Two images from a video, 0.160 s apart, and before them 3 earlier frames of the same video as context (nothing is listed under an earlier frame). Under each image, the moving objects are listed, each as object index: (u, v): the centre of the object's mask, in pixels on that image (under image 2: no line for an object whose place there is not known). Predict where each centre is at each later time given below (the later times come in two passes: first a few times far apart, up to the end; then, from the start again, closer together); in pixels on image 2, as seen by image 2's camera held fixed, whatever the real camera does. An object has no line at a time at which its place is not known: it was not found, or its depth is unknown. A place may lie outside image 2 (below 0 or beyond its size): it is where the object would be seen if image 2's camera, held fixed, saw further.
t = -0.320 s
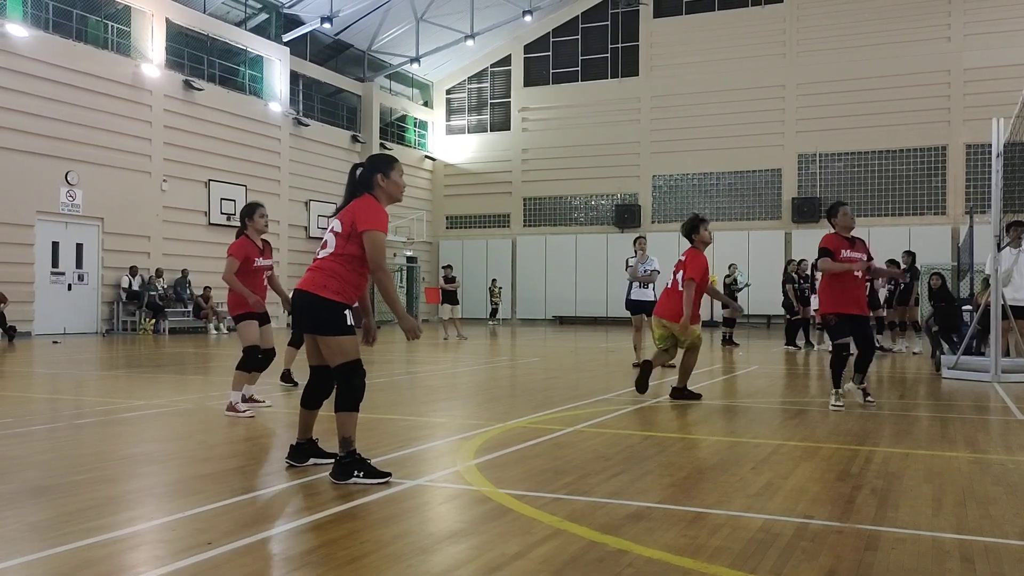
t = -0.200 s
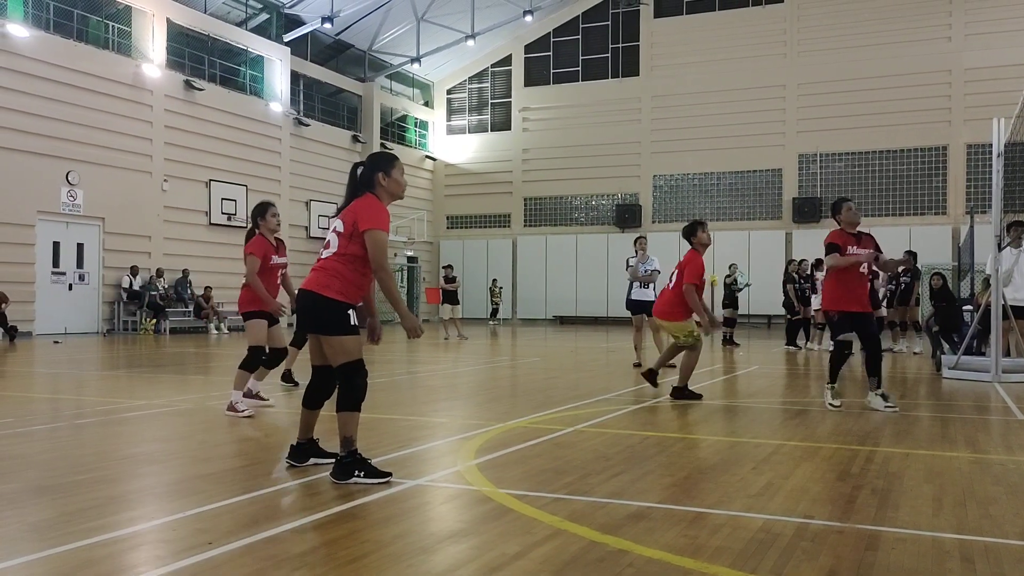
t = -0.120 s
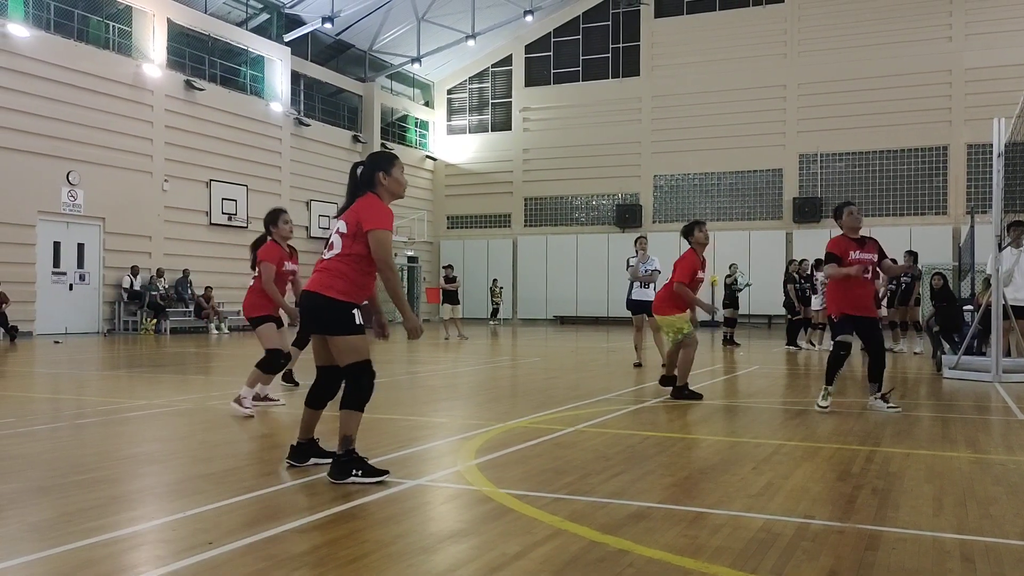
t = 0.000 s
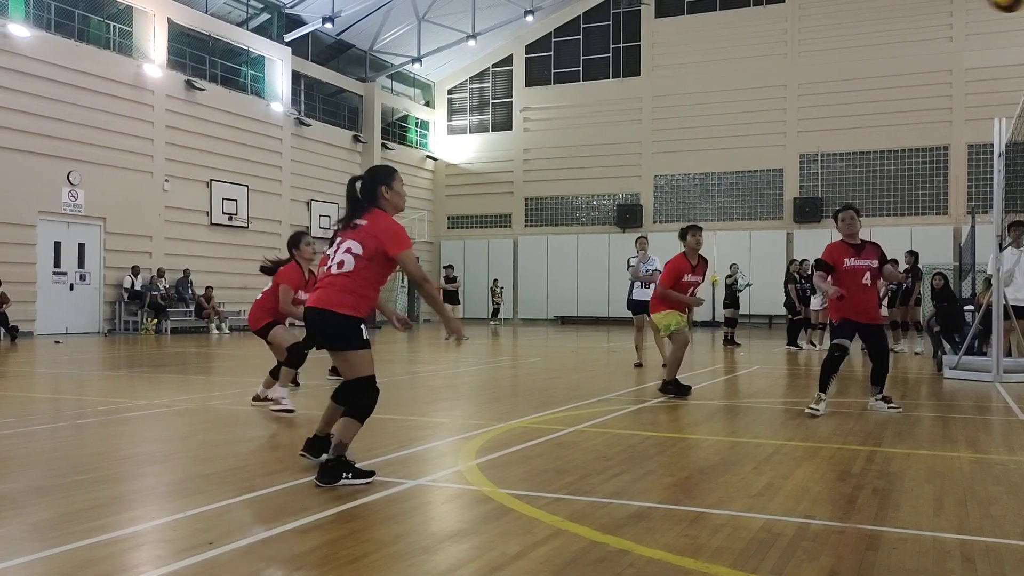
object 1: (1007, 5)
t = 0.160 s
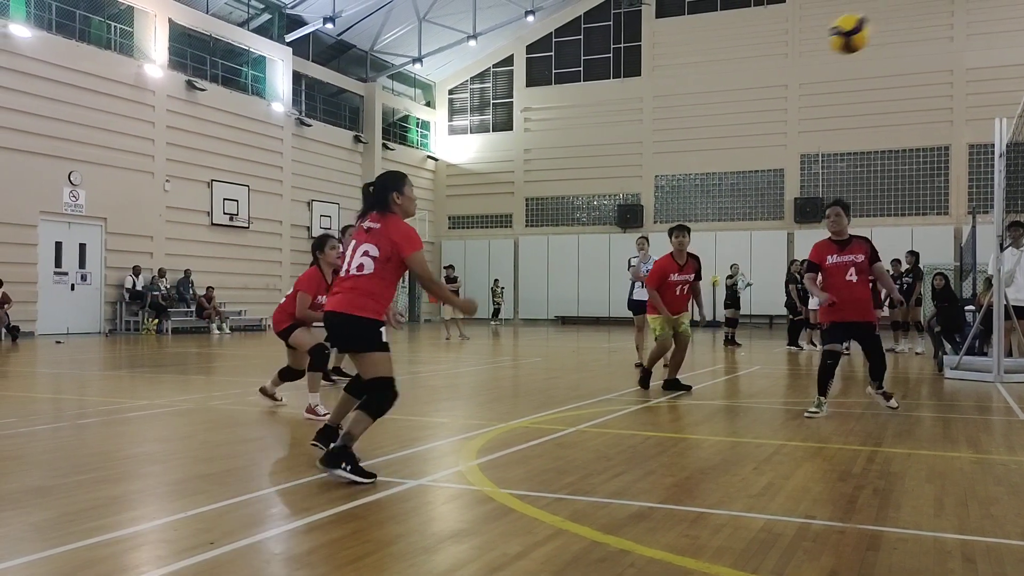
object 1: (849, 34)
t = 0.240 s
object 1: (771, 71)
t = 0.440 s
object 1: (584, 211)
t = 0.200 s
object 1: (809, 51)
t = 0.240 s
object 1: (771, 71)
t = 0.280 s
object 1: (732, 94)
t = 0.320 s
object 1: (694, 121)
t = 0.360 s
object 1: (656, 149)
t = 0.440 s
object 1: (584, 211)
